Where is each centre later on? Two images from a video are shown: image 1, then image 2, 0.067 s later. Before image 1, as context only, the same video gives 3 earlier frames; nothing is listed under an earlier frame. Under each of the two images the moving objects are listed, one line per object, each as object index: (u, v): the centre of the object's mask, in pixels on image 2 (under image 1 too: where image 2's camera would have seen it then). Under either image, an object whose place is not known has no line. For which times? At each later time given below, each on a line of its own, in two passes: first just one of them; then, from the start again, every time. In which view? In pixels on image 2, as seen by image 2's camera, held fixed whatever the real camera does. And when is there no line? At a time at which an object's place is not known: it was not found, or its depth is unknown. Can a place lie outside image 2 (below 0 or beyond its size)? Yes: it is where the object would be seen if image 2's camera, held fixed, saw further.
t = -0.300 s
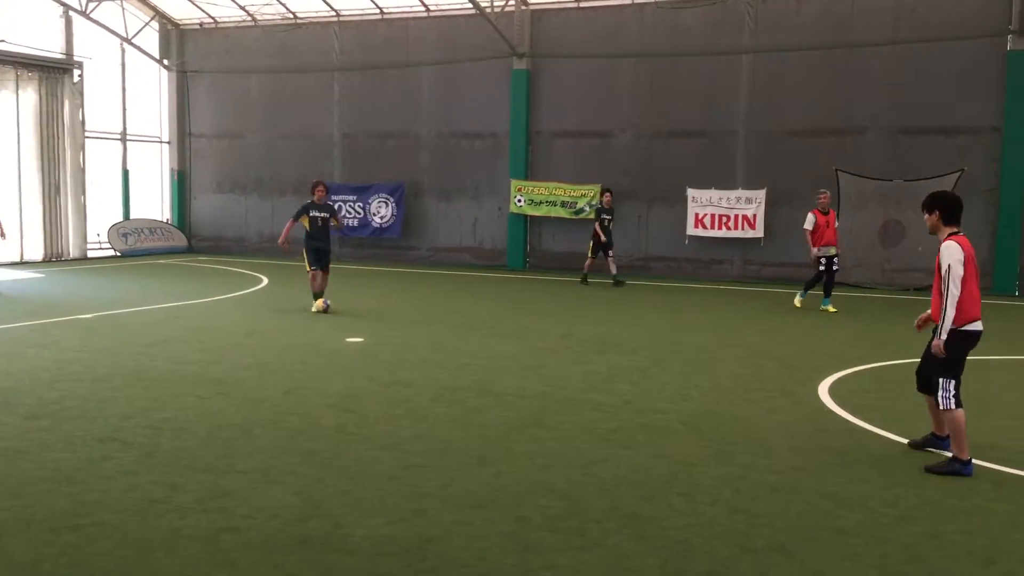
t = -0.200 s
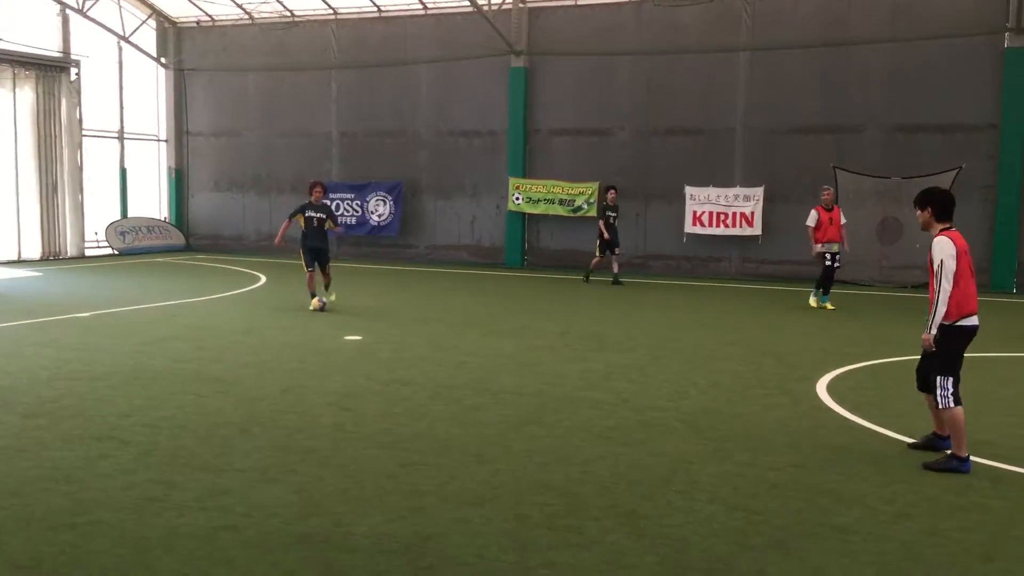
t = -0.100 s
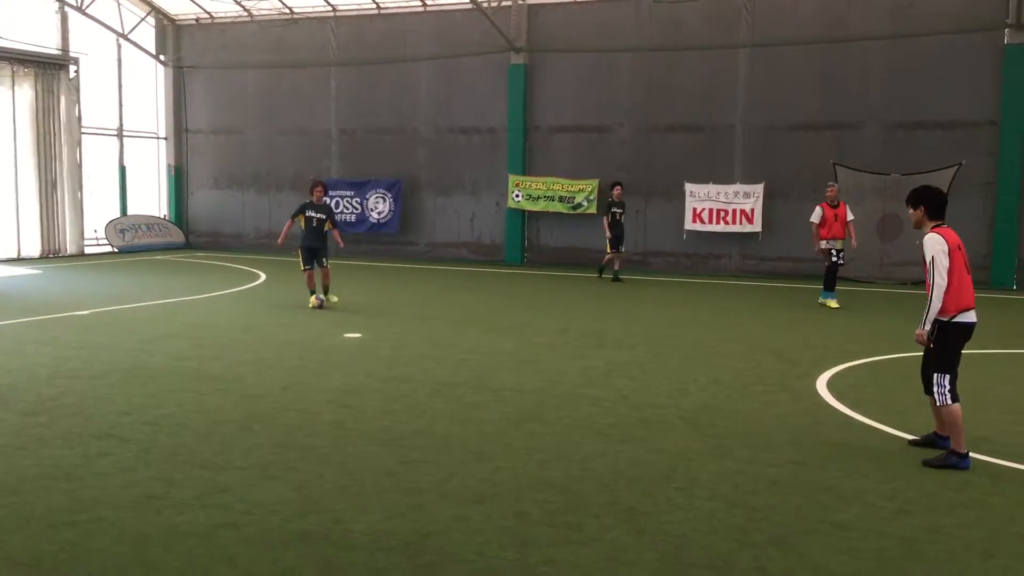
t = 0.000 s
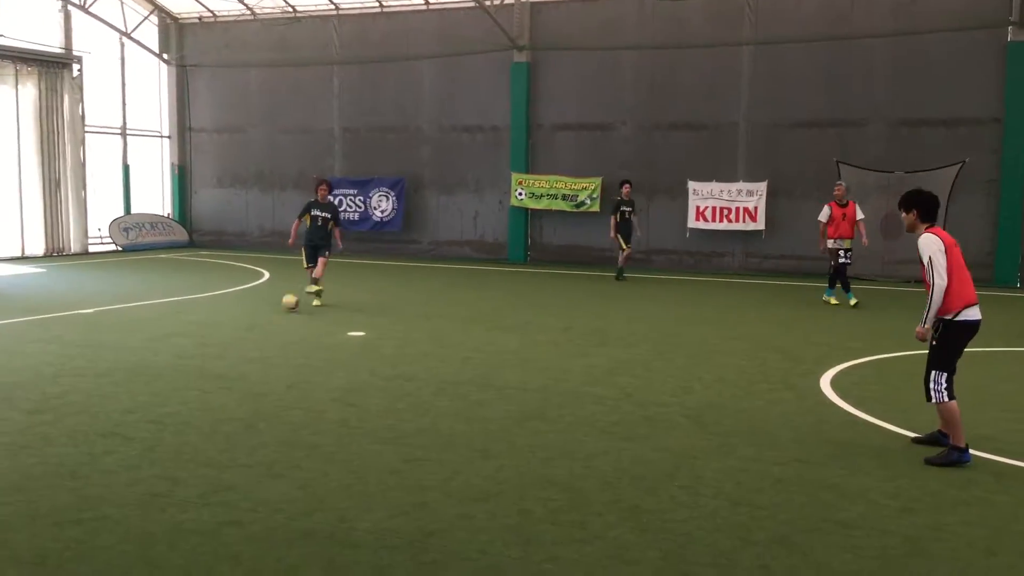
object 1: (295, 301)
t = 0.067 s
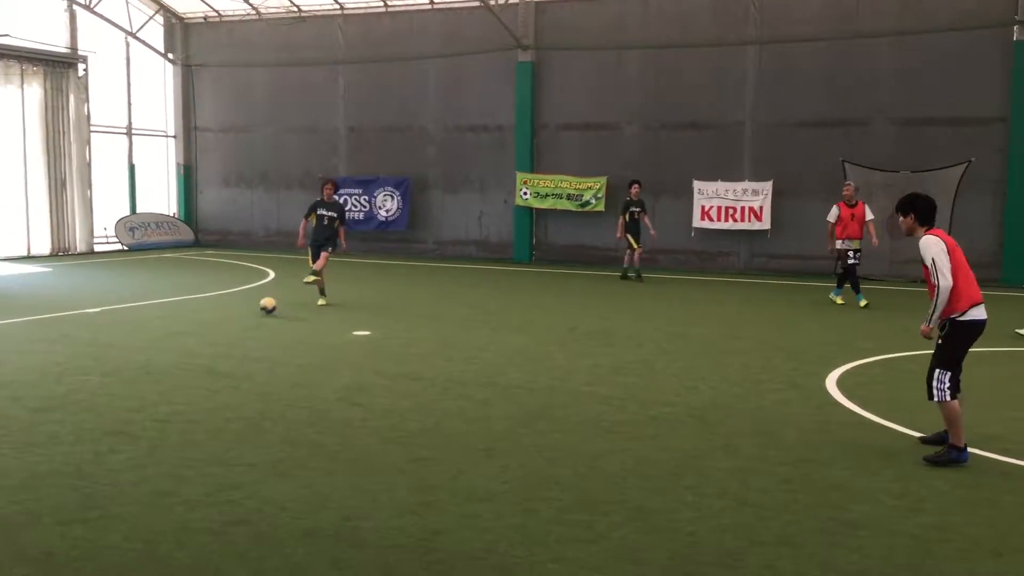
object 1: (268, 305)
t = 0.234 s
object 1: (193, 318)
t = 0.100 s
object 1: (253, 310)
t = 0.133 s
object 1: (238, 311)
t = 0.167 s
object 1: (224, 312)
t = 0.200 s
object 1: (209, 315)
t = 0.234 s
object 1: (193, 318)
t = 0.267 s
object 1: (178, 321)
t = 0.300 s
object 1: (162, 323)
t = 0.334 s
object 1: (146, 326)
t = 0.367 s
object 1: (130, 328)
